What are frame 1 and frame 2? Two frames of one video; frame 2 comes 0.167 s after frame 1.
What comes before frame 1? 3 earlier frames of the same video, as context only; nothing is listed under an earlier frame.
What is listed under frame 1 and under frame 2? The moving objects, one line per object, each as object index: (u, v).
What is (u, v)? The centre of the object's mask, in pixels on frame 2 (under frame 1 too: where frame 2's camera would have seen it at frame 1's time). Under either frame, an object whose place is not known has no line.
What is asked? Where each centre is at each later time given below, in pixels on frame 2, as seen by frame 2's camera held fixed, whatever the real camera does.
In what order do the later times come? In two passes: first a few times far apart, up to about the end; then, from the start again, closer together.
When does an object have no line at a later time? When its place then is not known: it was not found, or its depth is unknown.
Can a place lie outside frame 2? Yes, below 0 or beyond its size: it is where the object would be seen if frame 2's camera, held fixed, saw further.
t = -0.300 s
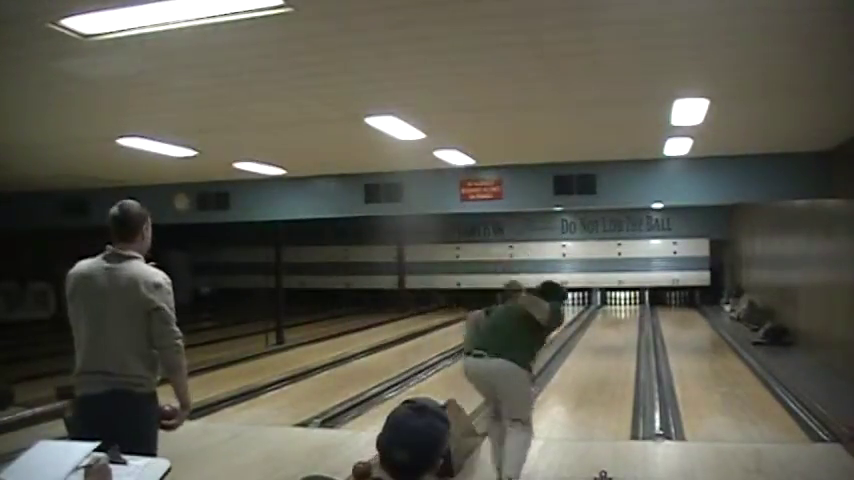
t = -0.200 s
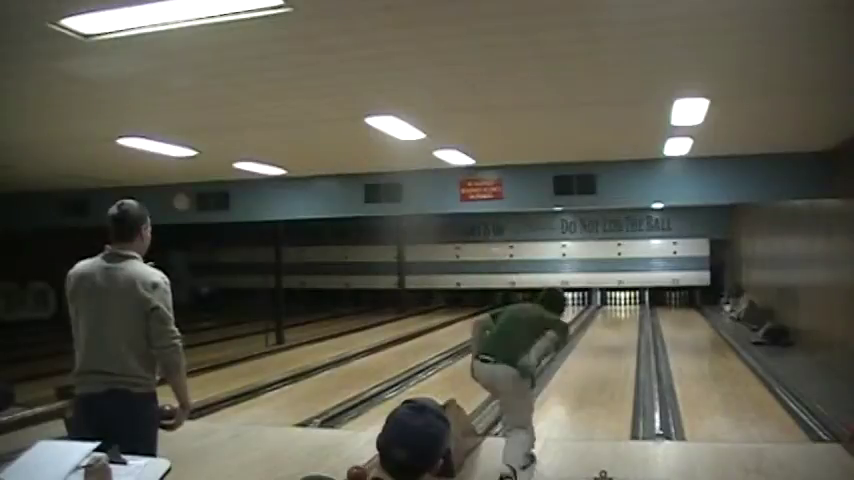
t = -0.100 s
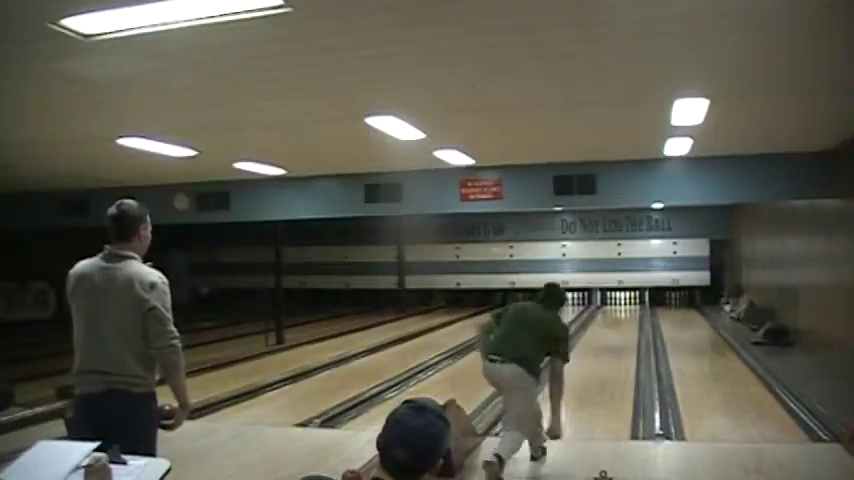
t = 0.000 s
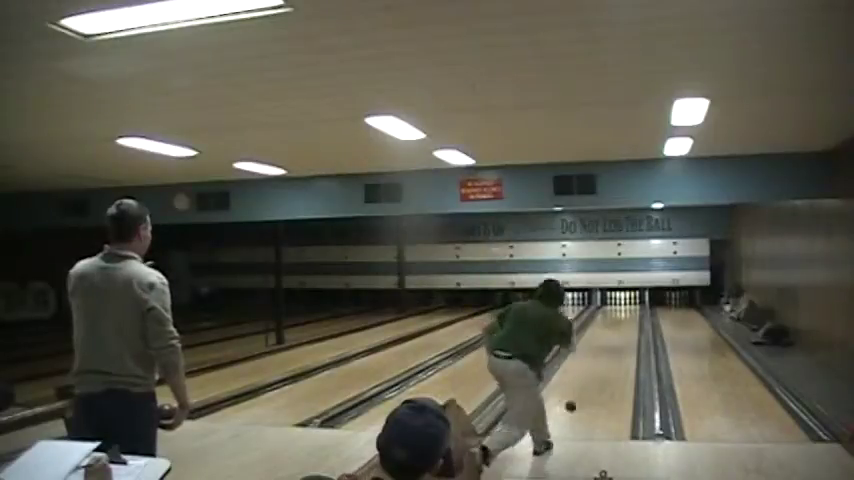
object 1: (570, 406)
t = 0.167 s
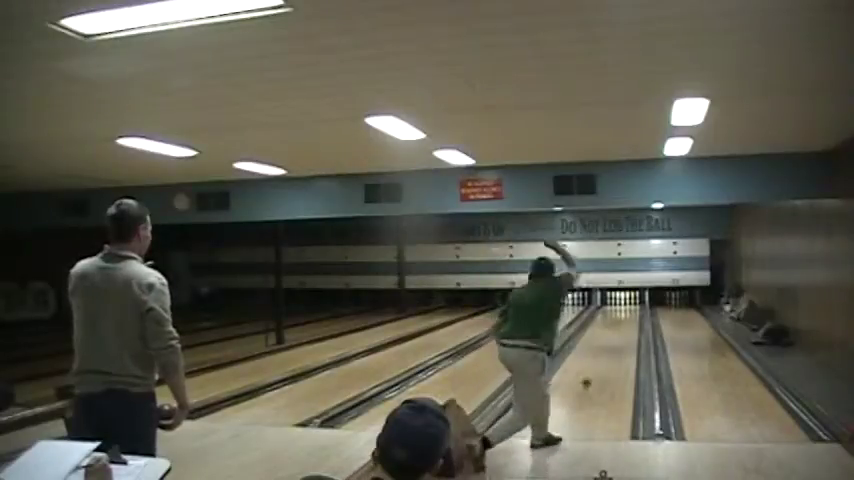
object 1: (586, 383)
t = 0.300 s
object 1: (594, 361)
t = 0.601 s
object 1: (603, 337)
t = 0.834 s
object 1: (608, 322)
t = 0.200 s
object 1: (587, 375)
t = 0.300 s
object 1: (594, 361)
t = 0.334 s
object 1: (595, 359)
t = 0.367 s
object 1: (597, 355)
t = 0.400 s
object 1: (597, 352)
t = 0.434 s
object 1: (598, 351)
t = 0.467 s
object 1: (600, 346)
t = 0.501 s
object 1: (601, 344)
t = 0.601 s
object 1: (603, 337)
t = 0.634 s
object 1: (604, 333)
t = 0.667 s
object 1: (605, 331)
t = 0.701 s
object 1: (605, 327)
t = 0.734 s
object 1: (606, 327)
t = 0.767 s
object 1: (606, 326)
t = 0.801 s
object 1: (607, 324)
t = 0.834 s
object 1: (608, 322)
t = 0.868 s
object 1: (608, 322)
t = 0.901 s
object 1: (607, 321)
